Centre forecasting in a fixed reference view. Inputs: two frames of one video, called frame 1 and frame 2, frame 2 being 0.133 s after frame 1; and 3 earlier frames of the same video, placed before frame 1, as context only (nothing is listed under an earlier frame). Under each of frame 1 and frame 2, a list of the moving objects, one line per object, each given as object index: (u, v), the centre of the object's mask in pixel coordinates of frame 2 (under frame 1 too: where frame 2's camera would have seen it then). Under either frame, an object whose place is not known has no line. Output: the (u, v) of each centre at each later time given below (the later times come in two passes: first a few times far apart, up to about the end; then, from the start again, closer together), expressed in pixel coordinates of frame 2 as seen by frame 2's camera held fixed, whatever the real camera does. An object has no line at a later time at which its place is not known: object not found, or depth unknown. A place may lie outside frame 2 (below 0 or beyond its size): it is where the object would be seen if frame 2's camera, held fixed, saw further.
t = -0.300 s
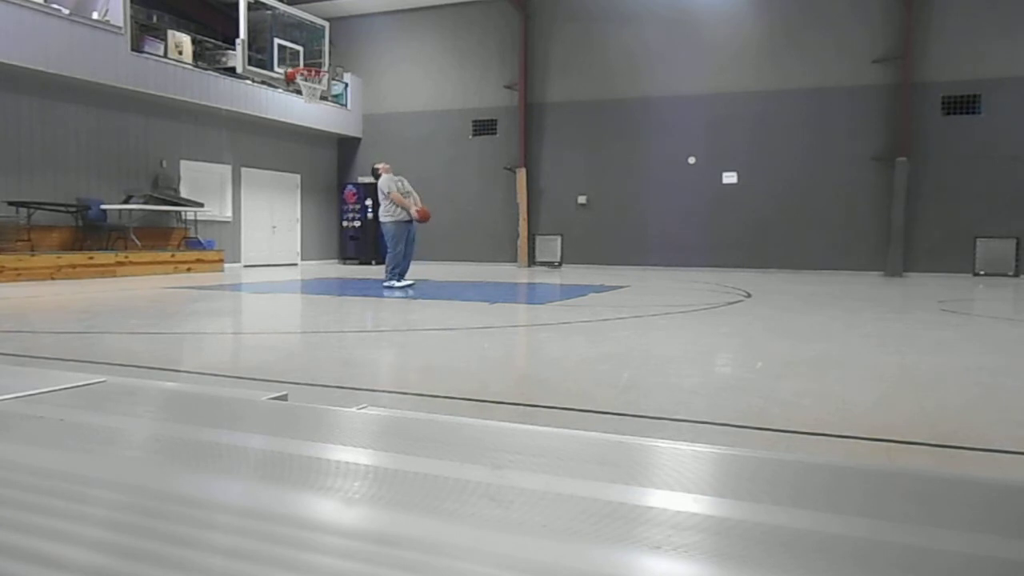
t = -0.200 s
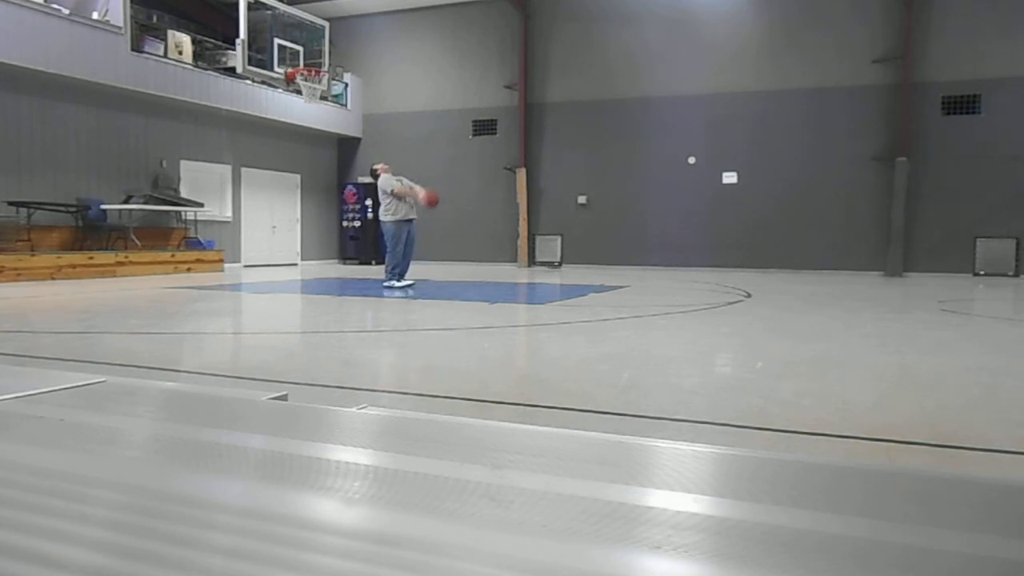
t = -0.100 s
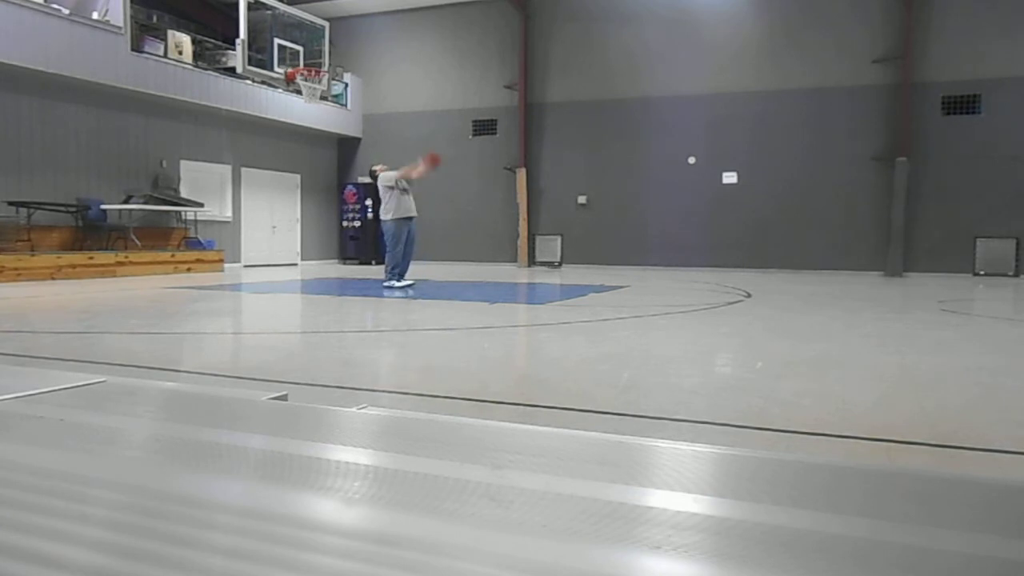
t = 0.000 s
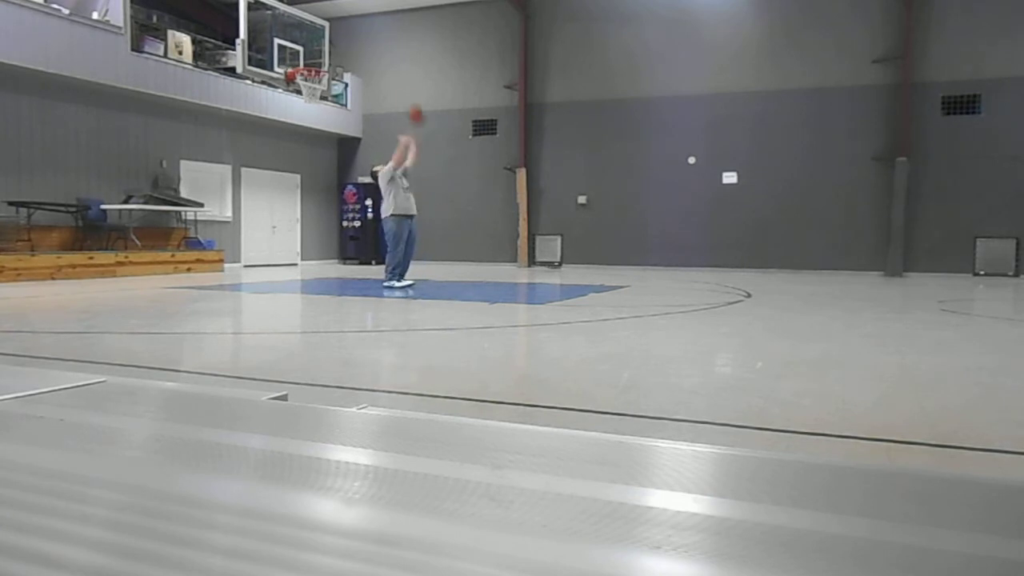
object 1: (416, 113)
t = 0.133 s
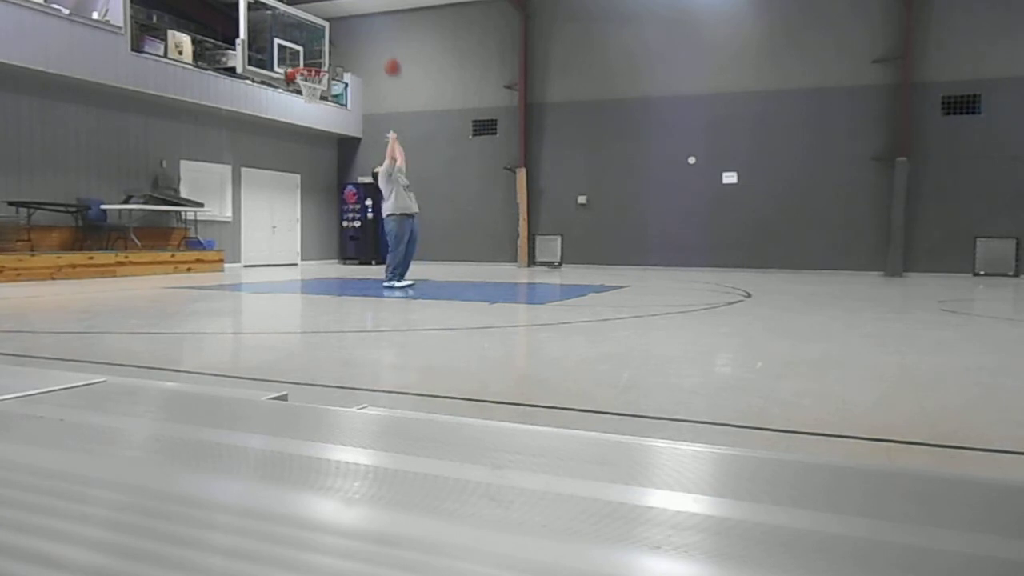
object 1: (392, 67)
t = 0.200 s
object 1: (380, 49)
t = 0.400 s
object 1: (346, 15)
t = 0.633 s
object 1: (309, 13)
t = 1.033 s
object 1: (318, 58)
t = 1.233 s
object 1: (333, 56)
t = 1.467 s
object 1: (349, 88)
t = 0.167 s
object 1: (386, 58)
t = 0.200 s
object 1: (380, 49)
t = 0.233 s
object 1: (375, 41)
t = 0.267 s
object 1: (368, 34)
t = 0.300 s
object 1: (362, 28)
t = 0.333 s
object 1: (356, 23)
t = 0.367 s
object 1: (351, 19)
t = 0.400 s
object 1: (346, 15)
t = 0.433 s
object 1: (341, 13)
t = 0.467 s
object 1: (336, 11)
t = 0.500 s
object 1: (331, 9)
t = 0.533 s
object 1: (326, 9)
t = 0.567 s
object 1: (320, 8)
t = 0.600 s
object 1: (314, 10)
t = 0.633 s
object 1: (309, 13)
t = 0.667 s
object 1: (304, 16)
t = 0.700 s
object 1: (298, 19)
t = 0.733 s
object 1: (292, 23)
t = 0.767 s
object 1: (291, 27)
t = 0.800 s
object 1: (294, 31)
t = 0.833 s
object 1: (299, 34)
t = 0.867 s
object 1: (302, 39)
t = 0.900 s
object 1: (306, 44)
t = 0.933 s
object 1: (311, 52)
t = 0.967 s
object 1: (314, 59)
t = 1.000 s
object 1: (316, 61)
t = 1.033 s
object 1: (318, 58)
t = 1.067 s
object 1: (321, 56)
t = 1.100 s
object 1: (323, 54)
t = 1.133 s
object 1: (326, 53)
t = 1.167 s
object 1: (328, 54)
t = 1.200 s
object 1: (330, 54)
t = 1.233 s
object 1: (333, 56)
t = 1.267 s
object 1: (336, 58)
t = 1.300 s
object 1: (337, 61)
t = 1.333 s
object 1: (340, 65)
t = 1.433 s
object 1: (346, 80)
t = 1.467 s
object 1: (349, 88)
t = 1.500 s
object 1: (351, 95)
